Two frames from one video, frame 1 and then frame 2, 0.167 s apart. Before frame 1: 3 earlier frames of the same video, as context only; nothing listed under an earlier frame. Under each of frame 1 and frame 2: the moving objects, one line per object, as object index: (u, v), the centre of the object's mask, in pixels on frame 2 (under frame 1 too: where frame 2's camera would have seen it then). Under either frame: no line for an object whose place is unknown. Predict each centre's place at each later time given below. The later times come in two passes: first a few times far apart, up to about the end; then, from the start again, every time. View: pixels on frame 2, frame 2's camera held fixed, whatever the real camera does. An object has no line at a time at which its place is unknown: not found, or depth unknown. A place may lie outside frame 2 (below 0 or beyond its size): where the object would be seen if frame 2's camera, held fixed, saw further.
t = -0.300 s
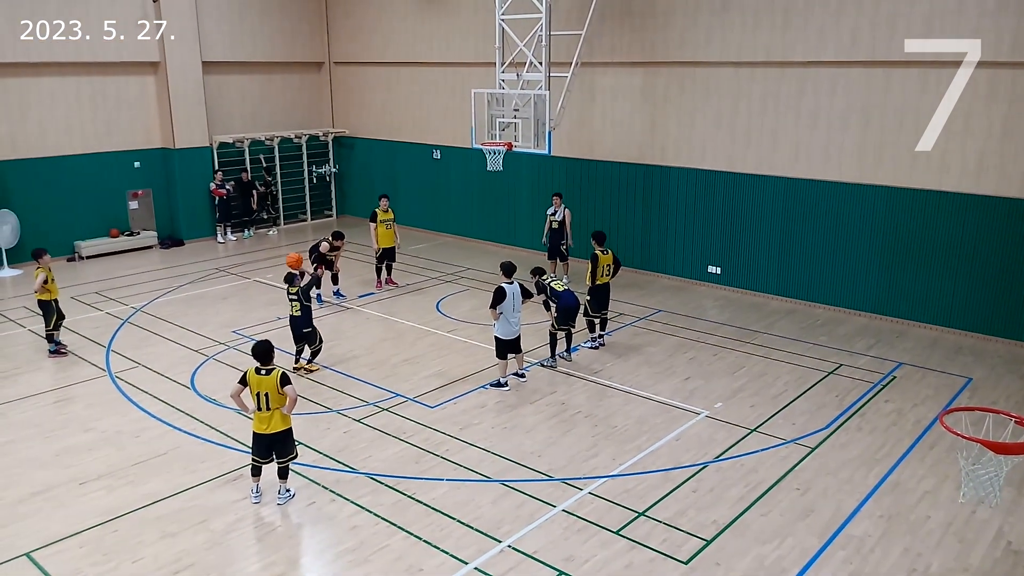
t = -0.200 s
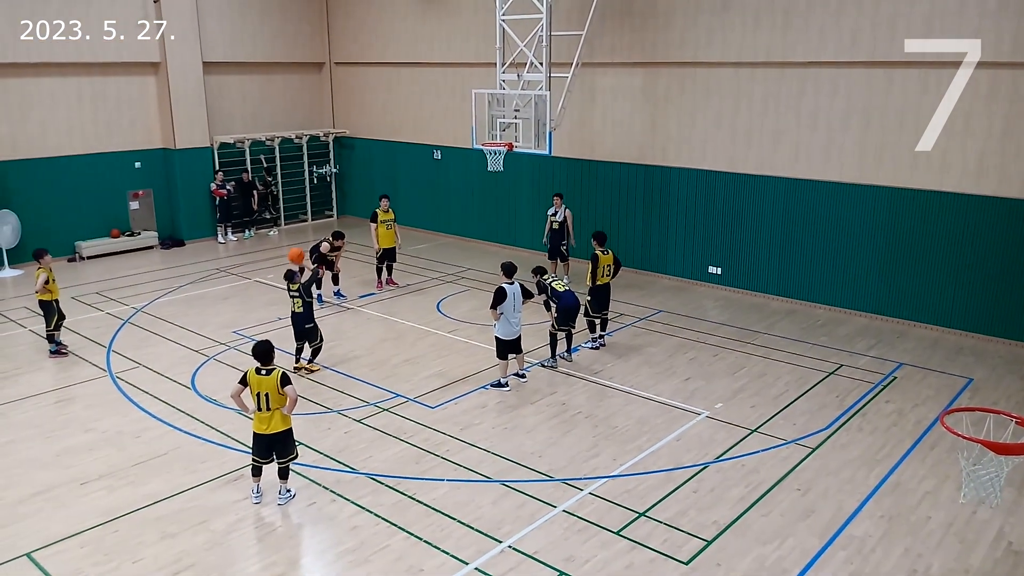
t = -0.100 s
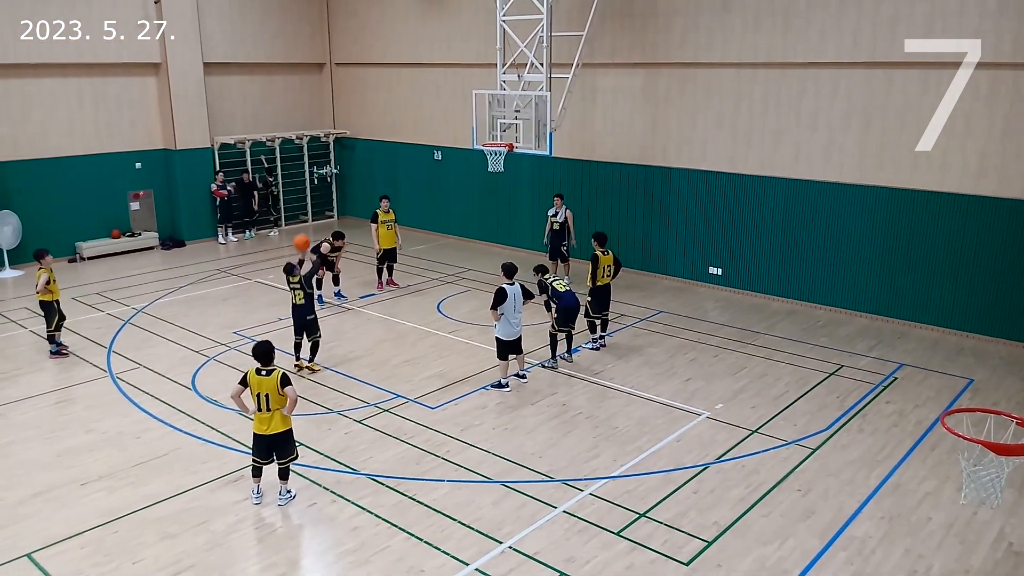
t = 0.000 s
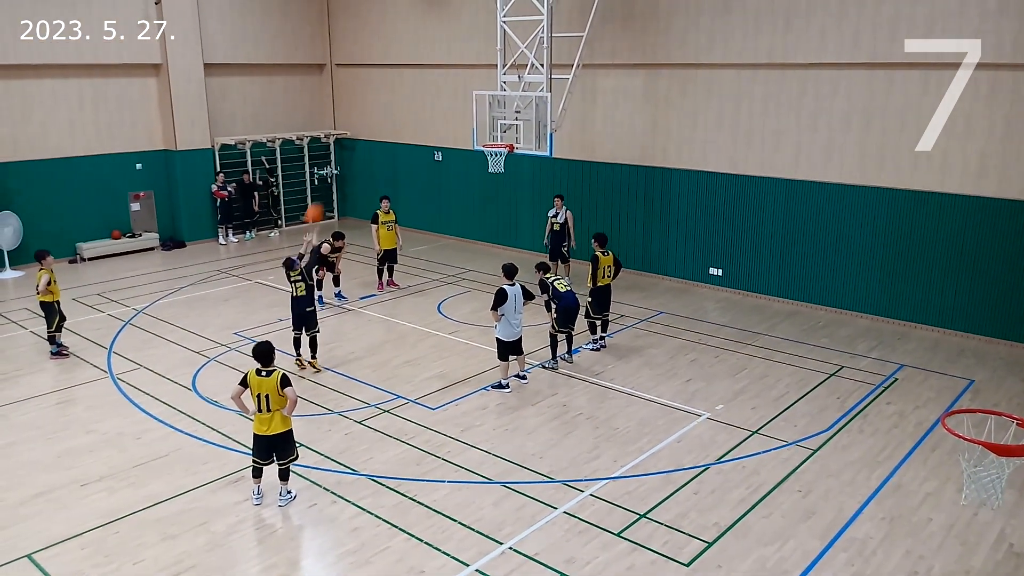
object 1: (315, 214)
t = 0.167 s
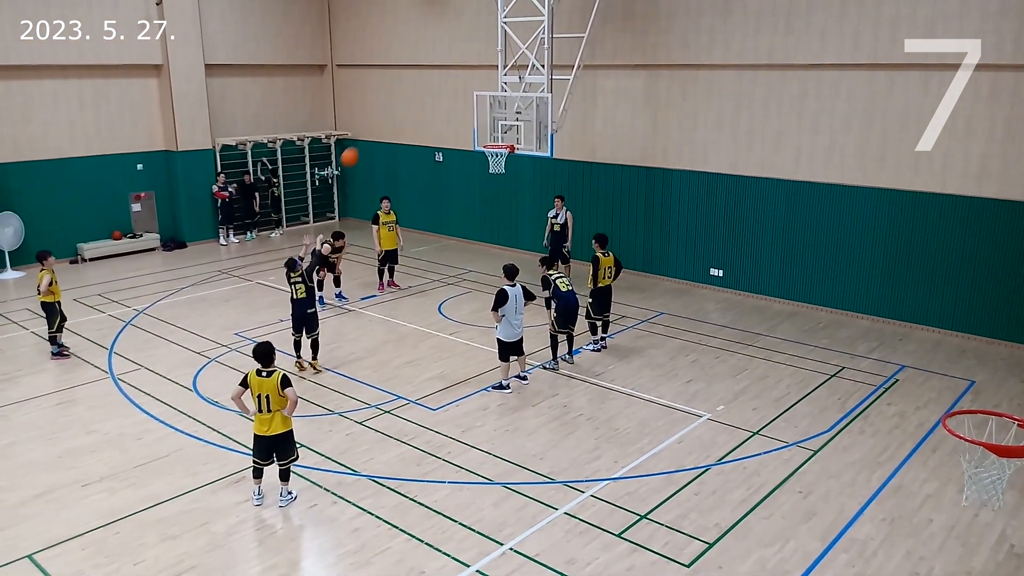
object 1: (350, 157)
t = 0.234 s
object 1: (363, 142)
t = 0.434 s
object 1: (402, 109)
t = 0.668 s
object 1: (444, 105)
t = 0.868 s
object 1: (477, 127)
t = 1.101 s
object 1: (501, 142)
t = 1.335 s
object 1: (480, 142)
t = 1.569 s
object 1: (460, 174)
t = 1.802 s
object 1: (441, 239)
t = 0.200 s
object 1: (356, 148)
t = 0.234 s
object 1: (363, 142)
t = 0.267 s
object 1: (370, 133)
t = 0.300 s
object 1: (376, 127)
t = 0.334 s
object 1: (383, 121)
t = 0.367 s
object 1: (390, 116)
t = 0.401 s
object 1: (396, 113)
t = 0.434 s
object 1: (402, 109)
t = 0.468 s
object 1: (409, 106)
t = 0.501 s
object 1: (415, 104)
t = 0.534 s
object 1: (421, 103)
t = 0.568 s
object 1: (427, 102)
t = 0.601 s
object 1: (433, 102)
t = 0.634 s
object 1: (438, 104)
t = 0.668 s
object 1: (444, 105)
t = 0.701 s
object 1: (450, 107)
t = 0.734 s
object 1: (456, 110)
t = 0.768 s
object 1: (461, 114)
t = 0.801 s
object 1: (466, 117)
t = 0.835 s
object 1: (472, 122)
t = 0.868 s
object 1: (477, 127)
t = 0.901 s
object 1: (482, 133)
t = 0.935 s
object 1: (487, 139)
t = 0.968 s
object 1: (492, 142)
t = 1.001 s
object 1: (497, 142)
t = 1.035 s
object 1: (502, 143)
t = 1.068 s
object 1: (502, 143)
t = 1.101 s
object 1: (501, 142)
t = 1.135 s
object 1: (498, 140)
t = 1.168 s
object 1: (495, 139)
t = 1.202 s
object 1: (492, 138)
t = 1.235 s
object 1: (489, 138)
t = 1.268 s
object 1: (486, 139)
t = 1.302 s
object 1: (484, 140)
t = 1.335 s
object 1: (480, 142)
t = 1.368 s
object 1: (478, 145)
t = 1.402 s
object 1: (475, 148)
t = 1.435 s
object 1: (471, 153)
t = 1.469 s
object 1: (469, 157)
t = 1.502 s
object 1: (466, 162)
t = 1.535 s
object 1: (463, 168)
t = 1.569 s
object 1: (460, 174)
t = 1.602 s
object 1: (457, 182)
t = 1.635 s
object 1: (454, 190)
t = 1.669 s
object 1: (451, 198)
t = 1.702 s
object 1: (449, 208)
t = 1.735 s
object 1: (446, 218)
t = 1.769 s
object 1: (443, 228)
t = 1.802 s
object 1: (441, 239)
